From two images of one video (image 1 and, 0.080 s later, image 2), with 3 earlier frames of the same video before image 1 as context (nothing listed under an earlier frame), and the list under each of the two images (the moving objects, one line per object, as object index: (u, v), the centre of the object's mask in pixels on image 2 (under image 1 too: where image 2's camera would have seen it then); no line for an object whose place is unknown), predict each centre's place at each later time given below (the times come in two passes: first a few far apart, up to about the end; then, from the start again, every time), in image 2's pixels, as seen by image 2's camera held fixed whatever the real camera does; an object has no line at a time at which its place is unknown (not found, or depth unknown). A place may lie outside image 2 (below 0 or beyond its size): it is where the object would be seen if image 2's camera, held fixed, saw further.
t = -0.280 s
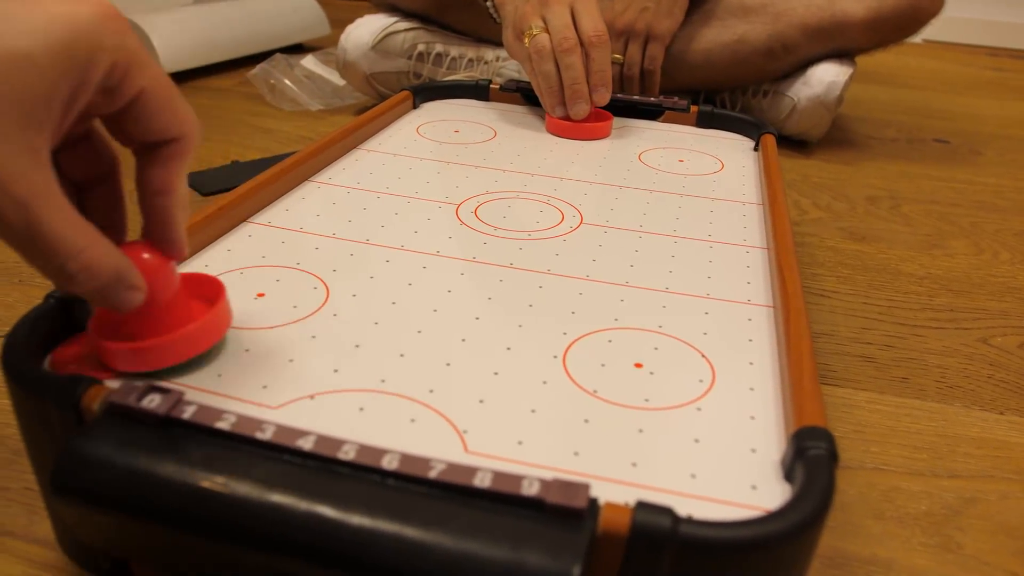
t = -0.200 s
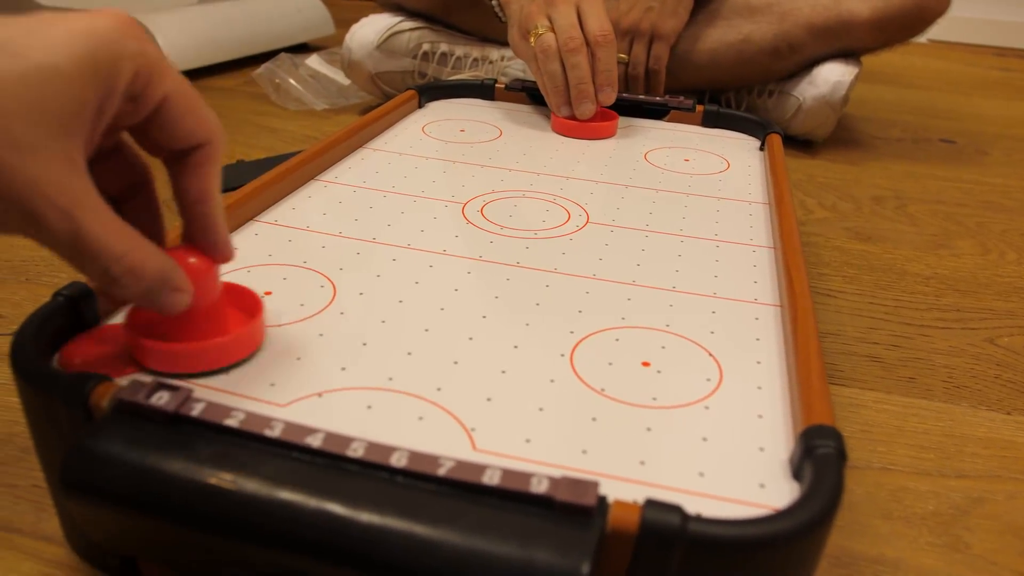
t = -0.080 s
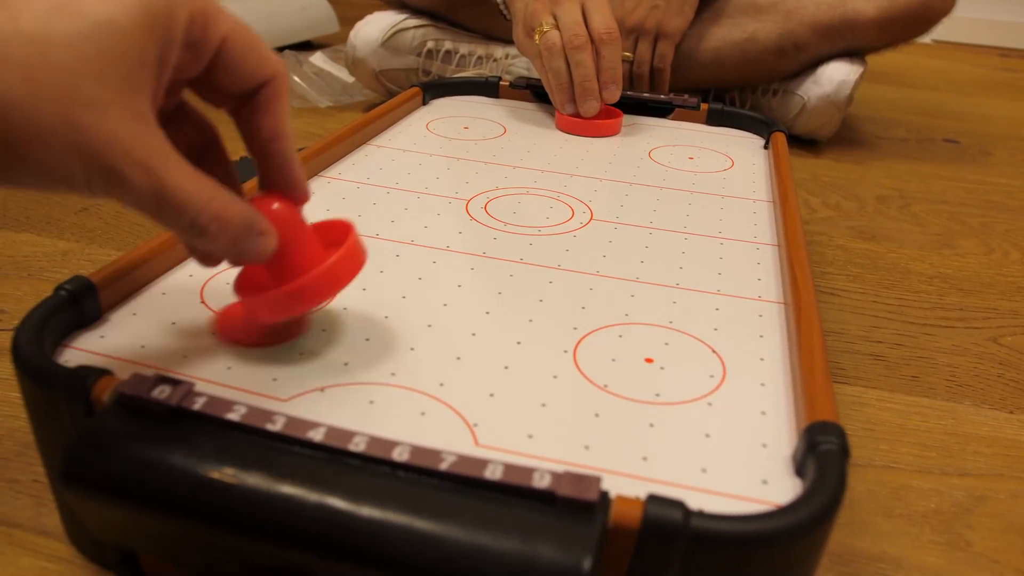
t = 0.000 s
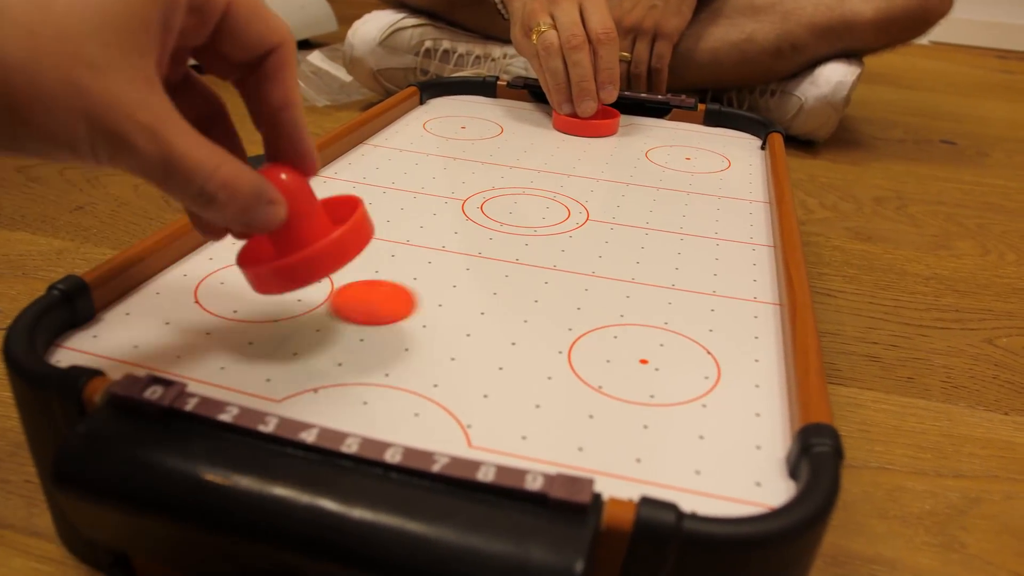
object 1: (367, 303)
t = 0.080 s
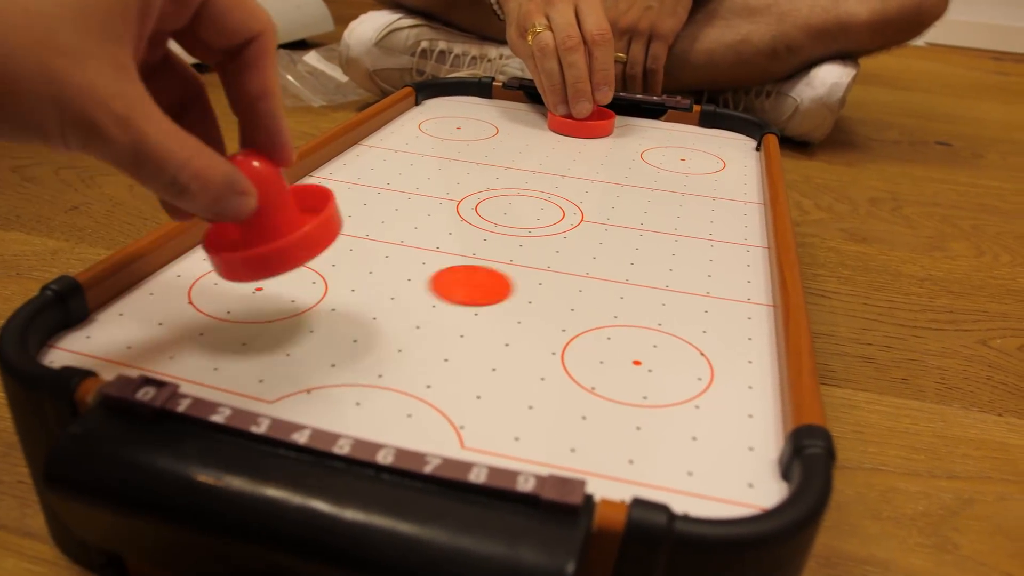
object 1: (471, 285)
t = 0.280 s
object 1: (673, 248)
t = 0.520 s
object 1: (681, 212)
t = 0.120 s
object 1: (518, 277)
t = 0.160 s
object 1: (563, 269)
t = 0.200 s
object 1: (603, 262)
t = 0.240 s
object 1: (640, 255)
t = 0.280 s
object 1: (673, 248)
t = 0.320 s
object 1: (701, 243)
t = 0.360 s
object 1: (723, 237)
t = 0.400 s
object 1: (724, 232)
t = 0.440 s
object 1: (709, 225)
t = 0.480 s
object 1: (695, 218)
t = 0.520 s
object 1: (681, 212)
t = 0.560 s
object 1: (668, 206)
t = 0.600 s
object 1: (655, 200)
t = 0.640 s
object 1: (642, 194)
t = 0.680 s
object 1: (630, 189)
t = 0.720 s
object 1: (618, 183)
